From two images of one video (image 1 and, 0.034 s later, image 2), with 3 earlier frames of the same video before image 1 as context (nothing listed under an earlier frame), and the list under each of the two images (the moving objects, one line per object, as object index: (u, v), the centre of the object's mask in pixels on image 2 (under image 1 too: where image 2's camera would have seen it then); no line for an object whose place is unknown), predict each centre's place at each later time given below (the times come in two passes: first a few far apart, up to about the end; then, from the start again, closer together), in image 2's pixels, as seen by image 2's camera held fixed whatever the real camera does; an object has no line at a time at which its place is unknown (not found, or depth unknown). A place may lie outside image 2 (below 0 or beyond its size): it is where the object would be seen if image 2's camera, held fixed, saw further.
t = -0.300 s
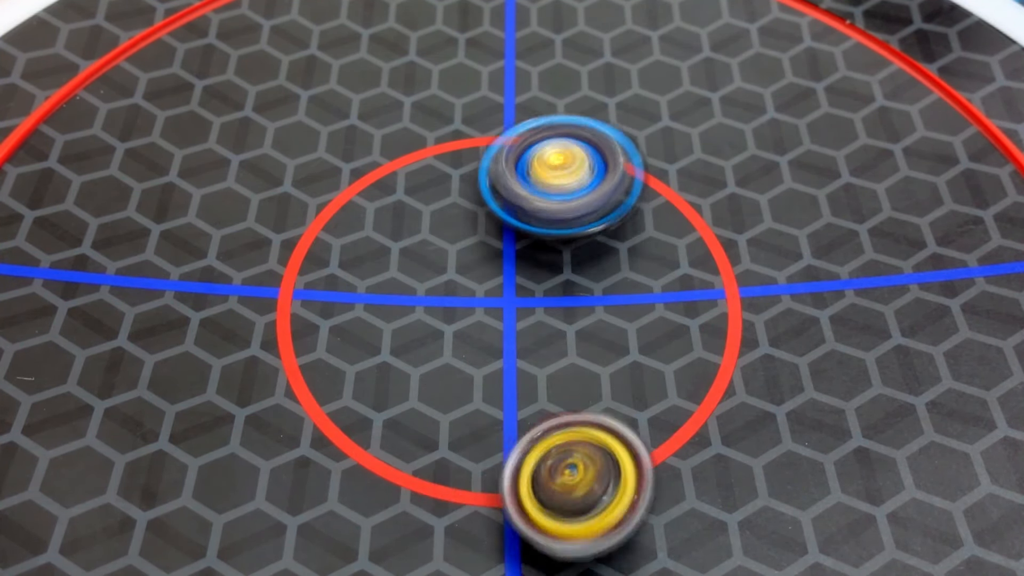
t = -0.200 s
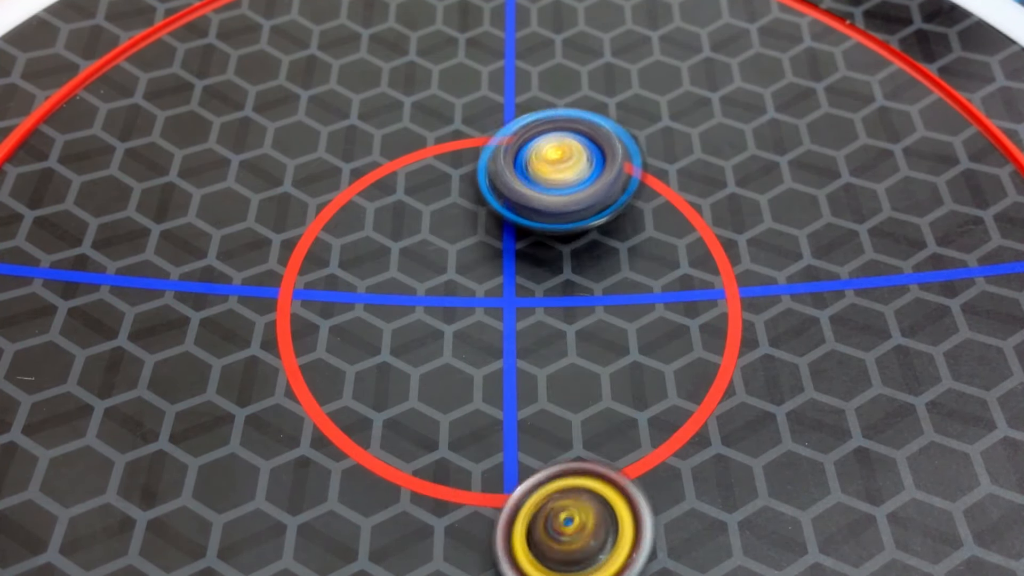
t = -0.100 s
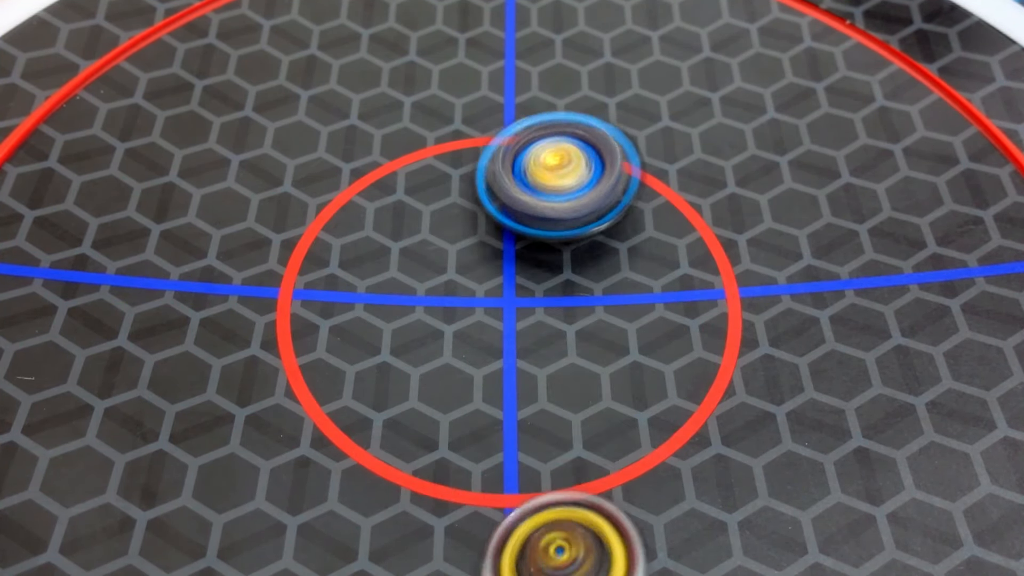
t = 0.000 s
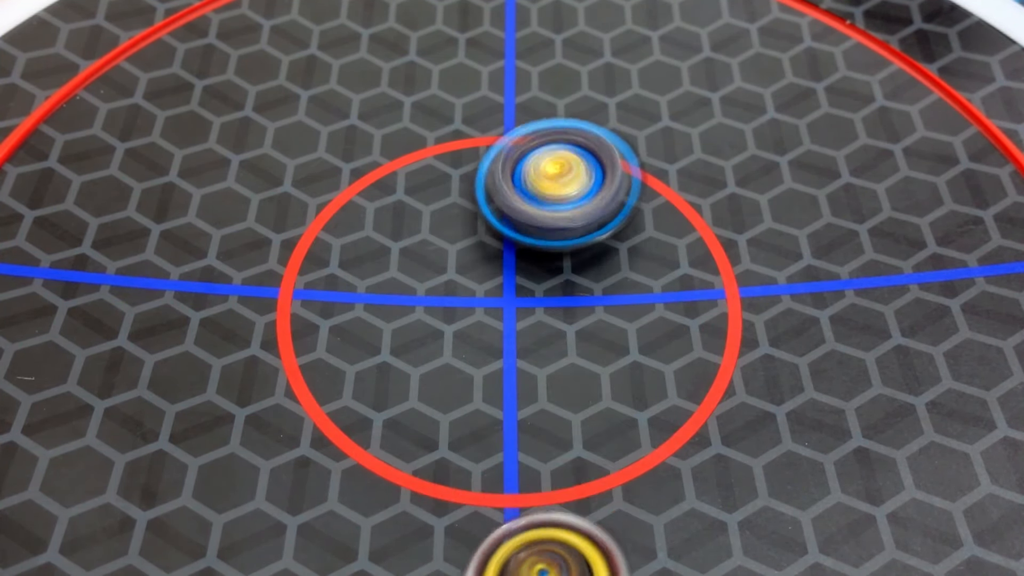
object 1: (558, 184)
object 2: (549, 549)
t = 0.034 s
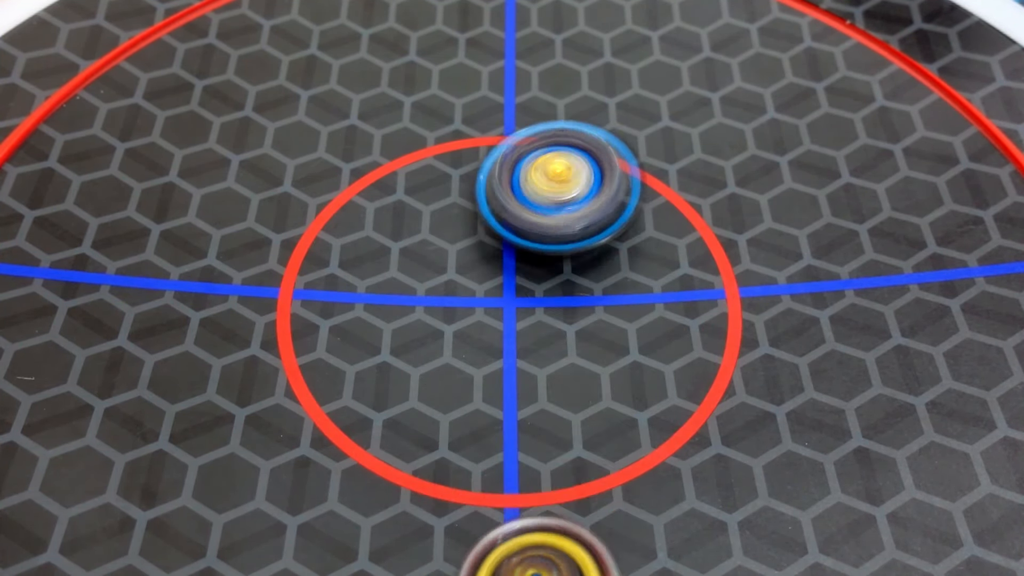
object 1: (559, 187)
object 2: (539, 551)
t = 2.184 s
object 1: (589, 264)
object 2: (387, 273)
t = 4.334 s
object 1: (572, 283)
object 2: (414, 252)
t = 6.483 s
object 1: (644, 291)
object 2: (326, 312)
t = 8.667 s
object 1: (552, 309)
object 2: (415, 259)
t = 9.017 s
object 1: (584, 295)
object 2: (367, 239)
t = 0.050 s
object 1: (558, 188)
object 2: (535, 552)
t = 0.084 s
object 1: (558, 192)
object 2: (526, 554)
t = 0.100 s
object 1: (558, 192)
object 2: (519, 554)
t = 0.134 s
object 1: (558, 195)
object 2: (508, 554)
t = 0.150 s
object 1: (557, 196)
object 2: (505, 554)
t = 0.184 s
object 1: (558, 199)
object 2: (493, 553)
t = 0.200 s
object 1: (557, 200)
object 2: (485, 553)
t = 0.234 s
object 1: (557, 203)
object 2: (474, 551)
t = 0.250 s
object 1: (557, 204)
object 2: (466, 549)
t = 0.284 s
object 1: (557, 208)
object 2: (454, 546)
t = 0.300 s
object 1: (556, 209)
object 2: (450, 545)
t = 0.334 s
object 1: (556, 211)
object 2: (437, 541)
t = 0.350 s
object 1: (555, 212)
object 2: (431, 539)
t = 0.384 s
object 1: (554, 215)
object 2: (420, 534)
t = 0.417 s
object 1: (552, 218)
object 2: (412, 528)
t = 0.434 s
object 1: (553, 219)
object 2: (405, 524)
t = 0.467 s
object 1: (551, 222)
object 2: (397, 517)
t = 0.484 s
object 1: (551, 223)
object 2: (394, 512)
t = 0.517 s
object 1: (549, 226)
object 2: (387, 499)
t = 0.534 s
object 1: (550, 227)
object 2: (385, 494)
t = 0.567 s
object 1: (547, 231)
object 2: (381, 478)
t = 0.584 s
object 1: (548, 231)
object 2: (378, 470)
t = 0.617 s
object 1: (545, 234)
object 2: (376, 455)
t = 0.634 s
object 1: (546, 235)
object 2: (377, 446)
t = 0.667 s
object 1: (543, 238)
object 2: (376, 431)
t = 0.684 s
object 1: (544, 239)
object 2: (377, 424)
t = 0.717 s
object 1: (541, 242)
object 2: (380, 409)
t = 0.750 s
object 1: (540, 245)
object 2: (384, 394)
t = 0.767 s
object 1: (539, 246)
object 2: (385, 387)
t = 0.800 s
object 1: (538, 248)
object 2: (391, 373)
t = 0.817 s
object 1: (537, 250)
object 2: (394, 364)
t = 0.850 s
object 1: (537, 252)
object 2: (401, 351)
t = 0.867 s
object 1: (536, 253)
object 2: (406, 344)
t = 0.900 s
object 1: (536, 254)
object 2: (410, 334)
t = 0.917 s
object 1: (537, 253)
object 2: (408, 334)
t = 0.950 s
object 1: (546, 246)
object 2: (387, 342)
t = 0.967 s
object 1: (551, 243)
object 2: (379, 345)
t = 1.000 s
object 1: (559, 237)
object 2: (364, 350)
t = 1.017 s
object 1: (562, 235)
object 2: (359, 351)
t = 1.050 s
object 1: (568, 232)
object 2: (350, 351)
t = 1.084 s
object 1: (571, 231)
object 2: (342, 350)
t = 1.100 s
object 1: (572, 229)
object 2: (341, 350)
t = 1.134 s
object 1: (573, 230)
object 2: (336, 347)
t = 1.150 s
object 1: (573, 230)
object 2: (334, 345)
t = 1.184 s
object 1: (573, 232)
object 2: (333, 342)
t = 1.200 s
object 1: (572, 232)
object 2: (332, 339)
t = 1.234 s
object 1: (571, 235)
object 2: (333, 336)
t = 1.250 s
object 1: (571, 235)
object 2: (335, 333)
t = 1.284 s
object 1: (569, 239)
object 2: (339, 328)
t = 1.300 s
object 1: (569, 239)
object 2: (342, 326)
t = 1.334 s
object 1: (567, 243)
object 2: (347, 321)
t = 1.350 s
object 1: (567, 244)
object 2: (350, 318)
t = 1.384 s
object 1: (565, 247)
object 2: (357, 312)
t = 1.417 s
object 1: (564, 250)
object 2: (365, 306)
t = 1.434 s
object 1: (563, 252)
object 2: (368, 302)
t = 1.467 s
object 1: (563, 254)
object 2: (377, 296)
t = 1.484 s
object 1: (562, 256)
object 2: (382, 291)
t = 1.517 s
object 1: (561, 259)
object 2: (390, 284)
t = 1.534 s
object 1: (560, 260)
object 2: (397, 281)
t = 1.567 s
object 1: (567, 259)
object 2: (390, 281)
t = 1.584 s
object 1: (570, 258)
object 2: (385, 282)
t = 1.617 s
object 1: (576, 257)
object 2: (381, 283)
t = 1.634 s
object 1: (577, 256)
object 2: (379, 282)
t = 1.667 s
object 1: (580, 255)
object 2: (378, 282)
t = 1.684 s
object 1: (581, 255)
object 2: (380, 283)
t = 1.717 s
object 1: (582, 256)
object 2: (382, 282)
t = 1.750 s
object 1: (582, 256)
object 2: (386, 281)
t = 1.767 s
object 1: (583, 257)
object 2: (389, 281)
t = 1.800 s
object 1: (582, 257)
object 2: (395, 281)
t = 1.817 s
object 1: (582, 258)
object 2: (398, 281)
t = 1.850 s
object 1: (581, 258)
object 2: (407, 280)
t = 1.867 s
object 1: (580, 259)
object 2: (410, 279)
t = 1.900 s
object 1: (580, 260)
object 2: (419, 278)
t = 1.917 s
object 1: (579, 260)
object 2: (424, 277)
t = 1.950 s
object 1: (582, 260)
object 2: (424, 276)
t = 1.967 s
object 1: (583, 261)
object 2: (422, 277)
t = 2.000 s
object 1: (587, 261)
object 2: (415, 275)
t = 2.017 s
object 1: (588, 262)
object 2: (410, 275)
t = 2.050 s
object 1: (590, 263)
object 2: (404, 274)
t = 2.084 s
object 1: (590, 264)
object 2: (401, 274)
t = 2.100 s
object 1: (591, 264)
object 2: (397, 274)
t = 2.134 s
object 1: (590, 264)
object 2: (393, 274)
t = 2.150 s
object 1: (590, 265)
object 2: (392, 273)
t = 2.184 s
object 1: (589, 264)
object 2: (387, 273)
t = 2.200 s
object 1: (588, 265)
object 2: (387, 272)
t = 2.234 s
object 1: (586, 265)
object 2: (384, 272)
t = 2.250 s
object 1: (585, 265)
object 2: (382, 271)
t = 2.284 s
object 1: (583, 266)
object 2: (382, 270)
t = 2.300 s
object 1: (582, 266)
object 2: (380, 270)
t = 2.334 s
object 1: (581, 266)
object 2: (381, 269)
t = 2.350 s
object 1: (580, 266)
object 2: (383, 268)
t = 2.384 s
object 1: (578, 267)
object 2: (386, 267)
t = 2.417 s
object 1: (576, 268)
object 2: (390, 267)
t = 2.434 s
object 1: (576, 268)
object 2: (393, 268)
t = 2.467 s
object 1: (573, 268)
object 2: (398, 267)
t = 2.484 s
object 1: (573, 268)
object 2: (402, 267)
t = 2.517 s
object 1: (571, 267)
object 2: (408, 266)
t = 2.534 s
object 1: (569, 268)
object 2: (410, 266)
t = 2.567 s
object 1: (568, 268)
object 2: (417, 264)
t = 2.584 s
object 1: (568, 268)
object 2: (417, 263)
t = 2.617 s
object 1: (570, 267)
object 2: (414, 262)
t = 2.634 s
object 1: (570, 267)
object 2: (413, 261)
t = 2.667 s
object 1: (571, 266)
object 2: (410, 260)
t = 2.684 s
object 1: (570, 266)
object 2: (411, 259)
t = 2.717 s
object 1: (570, 266)
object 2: (411, 258)
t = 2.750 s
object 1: (569, 265)
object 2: (409, 257)
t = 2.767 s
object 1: (570, 266)
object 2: (407, 256)
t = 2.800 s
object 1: (571, 264)
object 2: (403, 255)
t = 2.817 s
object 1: (571, 265)
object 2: (401, 255)
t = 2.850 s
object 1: (570, 264)
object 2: (399, 253)
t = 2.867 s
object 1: (569, 263)
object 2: (397, 253)
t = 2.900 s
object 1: (567, 262)
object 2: (397, 251)
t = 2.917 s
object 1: (566, 262)
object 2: (396, 250)
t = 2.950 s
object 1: (564, 262)
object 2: (397, 249)
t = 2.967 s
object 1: (563, 261)
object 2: (399, 248)
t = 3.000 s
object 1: (564, 263)
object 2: (394, 247)
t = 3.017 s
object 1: (566, 261)
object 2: (387, 247)
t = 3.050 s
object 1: (570, 263)
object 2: (374, 246)
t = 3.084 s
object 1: (573, 263)
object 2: (364, 245)
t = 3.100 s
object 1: (573, 264)
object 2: (361, 246)
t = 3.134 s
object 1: (574, 264)
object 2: (354, 244)
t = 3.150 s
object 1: (574, 264)
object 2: (353, 244)
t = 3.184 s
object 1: (574, 264)
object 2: (348, 242)
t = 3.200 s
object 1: (573, 264)
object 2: (347, 241)
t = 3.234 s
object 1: (571, 265)
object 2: (345, 239)
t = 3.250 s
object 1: (569, 264)
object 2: (344, 238)
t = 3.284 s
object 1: (566, 265)
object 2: (345, 236)
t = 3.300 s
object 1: (565, 265)
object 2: (345, 236)
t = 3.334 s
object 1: (562, 266)
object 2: (348, 234)
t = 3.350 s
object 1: (561, 267)
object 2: (348, 234)
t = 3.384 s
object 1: (557, 268)
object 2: (354, 234)
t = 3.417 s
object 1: (555, 269)
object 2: (360, 233)
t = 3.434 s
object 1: (554, 270)
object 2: (361, 233)
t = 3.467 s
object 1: (552, 272)
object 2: (369, 234)
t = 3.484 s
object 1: (550, 272)
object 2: (371, 232)
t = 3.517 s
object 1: (548, 274)
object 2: (380, 233)
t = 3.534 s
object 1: (547, 274)
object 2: (384, 232)
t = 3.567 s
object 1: (547, 274)
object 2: (387, 233)
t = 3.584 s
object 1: (550, 275)
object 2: (390, 233)
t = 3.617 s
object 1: (553, 274)
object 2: (388, 233)
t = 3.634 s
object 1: (555, 275)
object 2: (390, 234)
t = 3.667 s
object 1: (558, 275)
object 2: (393, 235)
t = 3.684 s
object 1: (558, 275)
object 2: (394, 236)
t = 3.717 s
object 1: (560, 275)
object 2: (398, 237)
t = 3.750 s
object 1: (563, 276)
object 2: (399, 236)
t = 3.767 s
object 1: (568, 276)
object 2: (397, 237)
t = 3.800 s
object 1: (571, 276)
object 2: (392, 237)
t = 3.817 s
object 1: (572, 277)
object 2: (391, 236)
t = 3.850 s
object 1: (575, 277)
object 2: (391, 237)
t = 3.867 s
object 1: (575, 277)
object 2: (390, 238)
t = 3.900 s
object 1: (576, 277)
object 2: (393, 239)
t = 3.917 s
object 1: (576, 277)
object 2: (394, 239)
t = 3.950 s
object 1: (576, 278)
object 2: (398, 240)
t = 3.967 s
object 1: (575, 278)
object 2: (401, 241)
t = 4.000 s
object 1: (574, 279)
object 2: (405, 242)
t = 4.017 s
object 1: (574, 278)
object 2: (409, 243)
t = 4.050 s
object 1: (572, 279)
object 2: (413, 244)
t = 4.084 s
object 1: (571, 280)
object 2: (417, 246)
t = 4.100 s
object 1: (572, 279)
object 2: (418, 248)
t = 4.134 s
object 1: (573, 280)
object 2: (415, 249)
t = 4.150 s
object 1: (573, 279)
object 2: (414, 250)
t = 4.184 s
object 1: (573, 281)
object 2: (412, 250)
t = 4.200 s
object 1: (574, 281)
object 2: (411, 251)
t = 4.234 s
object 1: (573, 282)
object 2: (410, 251)
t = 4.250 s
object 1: (573, 283)
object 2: (409, 251)
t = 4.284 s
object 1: (573, 283)
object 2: (411, 252)
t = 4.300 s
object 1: (573, 283)
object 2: (411, 251)
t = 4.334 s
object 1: (572, 283)
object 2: (414, 252)
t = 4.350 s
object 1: (572, 282)
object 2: (416, 252)
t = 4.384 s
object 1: (572, 284)
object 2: (417, 252)
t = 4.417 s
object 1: (571, 283)
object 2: (417, 252)
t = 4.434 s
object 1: (571, 284)
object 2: (414, 250)
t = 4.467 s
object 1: (571, 283)
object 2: (411, 249)
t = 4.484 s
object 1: (571, 284)
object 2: (410, 248)
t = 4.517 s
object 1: (571, 283)
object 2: (407, 246)
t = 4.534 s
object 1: (571, 283)
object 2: (407, 245)
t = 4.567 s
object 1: (570, 283)
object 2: (405, 243)
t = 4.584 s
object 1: (569, 281)
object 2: (406, 242)
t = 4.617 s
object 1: (567, 280)
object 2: (405, 240)
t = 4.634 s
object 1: (567, 280)
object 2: (407, 239)
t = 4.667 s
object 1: (564, 278)
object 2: (408, 238)
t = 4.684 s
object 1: (563, 278)
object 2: (409, 238)
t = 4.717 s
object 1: (561, 277)
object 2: (411, 236)
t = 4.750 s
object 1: (564, 278)
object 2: (405, 233)
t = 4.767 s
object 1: (565, 278)
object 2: (404, 233)
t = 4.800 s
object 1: (566, 278)
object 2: (399, 230)
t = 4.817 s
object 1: (566, 278)
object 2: (398, 230)
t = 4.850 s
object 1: (567, 277)
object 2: (396, 227)
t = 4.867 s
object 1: (566, 276)
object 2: (395, 226)
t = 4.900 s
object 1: (565, 275)
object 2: (395, 223)
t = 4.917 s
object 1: (565, 273)
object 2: (394, 222)
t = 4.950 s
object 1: (562, 273)
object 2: (395, 220)
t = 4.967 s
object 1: (560, 272)
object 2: (395, 219)
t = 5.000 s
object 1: (557, 272)
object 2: (398, 217)
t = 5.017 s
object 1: (557, 272)
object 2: (399, 216)
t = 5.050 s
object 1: (553, 271)
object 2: (403, 215)
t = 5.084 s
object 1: (574, 273)
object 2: (367, 208)
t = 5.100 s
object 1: (585, 274)
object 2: (342, 203)
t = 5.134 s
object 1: (606, 276)
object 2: (297, 194)
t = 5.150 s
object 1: (618, 277)
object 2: (276, 190)
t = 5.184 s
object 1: (632, 278)
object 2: (241, 186)
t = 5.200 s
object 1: (638, 279)
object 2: (225, 182)
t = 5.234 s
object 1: (647, 279)
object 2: (198, 179)
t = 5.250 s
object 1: (650, 279)
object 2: (185, 176)
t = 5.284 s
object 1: (654, 279)
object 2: (167, 172)
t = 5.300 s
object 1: (656, 279)
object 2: (161, 169)
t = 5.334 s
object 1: (654, 279)
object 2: (152, 166)
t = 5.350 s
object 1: (653, 279)
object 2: (148, 164)
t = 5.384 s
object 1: (650, 280)
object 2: (143, 161)
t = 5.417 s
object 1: (646, 281)
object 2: (142, 158)
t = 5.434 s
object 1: (647, 283)
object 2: (140, 156)
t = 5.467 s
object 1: (643, 283)
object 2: (141, 153)
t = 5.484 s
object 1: (643, 283)
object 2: (140, 152)
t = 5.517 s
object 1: (641, 285)
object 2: (145, 149)
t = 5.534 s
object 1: (639, 285)
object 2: (146, 148)
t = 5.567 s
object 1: (636, 286)
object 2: (153, 145)
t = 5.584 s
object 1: (636, 287)
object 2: (157, 144)
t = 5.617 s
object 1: (634, 288)
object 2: (166, 142)
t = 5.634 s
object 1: (632, 288)
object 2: (171, 141)
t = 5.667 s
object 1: (630, 289)
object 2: (181, 139)
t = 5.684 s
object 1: (628, 290)
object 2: (188, 138)
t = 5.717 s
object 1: (625, 291)
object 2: (199, 137)
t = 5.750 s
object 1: (623, 291)
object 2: (212, 136)
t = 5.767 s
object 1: (622, 291)
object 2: (217, 136)
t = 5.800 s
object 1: (619, 293)
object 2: (232, 137)
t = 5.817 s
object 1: (618, 293)
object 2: (237, 137)
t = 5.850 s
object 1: (615, 293)
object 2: (251, 139)
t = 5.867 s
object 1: (614, 294)
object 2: (258, 140)
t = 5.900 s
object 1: (611, 294)
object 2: (271, 143)
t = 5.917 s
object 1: (610, 294)
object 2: (278, 144)
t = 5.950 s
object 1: (607, 295)
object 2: (291, 149)
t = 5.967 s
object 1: (605, 295)
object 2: (297, 150)
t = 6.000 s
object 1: (602, 295)
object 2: (309, 156)
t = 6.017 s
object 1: (601, 296)
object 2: (315, 157)
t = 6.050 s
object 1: (598, 296)
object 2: (325, 163)
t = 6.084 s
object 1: (595, 297)
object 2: (338, 170)
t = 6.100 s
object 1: (595, 297)
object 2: (342, 173)
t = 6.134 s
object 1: (592, 296)
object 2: (353, 180)
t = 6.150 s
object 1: (590, 297)
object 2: (357, 184)
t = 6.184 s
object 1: (588, 297)
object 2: (367, 193)
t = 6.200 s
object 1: (586, 297)
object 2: (372, 197)
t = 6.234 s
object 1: (583, 298)
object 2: (384, 209)
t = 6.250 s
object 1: (583, 298)
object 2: (391, 215)
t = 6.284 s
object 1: (580, 298)
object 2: (401, 227)
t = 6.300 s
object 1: (578, 298)
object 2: (409, 234)
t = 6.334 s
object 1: (575, 298)
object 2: (420, 248)
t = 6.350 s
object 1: (575, 298)
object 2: (428, 256)
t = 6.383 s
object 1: (586, 298)
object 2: (415, 269)
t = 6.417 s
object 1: (609, 296)
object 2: (379, 282)
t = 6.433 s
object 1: (619, 295)
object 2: (365, 289)
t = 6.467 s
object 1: (637, 294)
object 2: (337, 304)
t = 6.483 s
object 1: (644, 291)
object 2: (326, 312)
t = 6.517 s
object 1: (652, 290)
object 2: (307, 329)
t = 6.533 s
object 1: (656, 289)
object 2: (299, 338)
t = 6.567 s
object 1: (663, 287)
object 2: (281, 355)
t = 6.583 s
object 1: (662, 287)
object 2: (274, 362)
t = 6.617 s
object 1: (660, 285)
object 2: (258, 375)
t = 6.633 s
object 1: (662, 287)
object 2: (253, 380)
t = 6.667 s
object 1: (657, 285)
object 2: (240, 389)
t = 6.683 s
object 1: (657, 285)
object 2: (237, 392)
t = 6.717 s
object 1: (656, 287)
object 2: (227, 397)
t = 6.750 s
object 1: (651, 286)
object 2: (219, 400)
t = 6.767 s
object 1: (651, 286)
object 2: (216, 400)
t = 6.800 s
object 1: (652, 287)
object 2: (209, 400)
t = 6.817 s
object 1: (651, 286)
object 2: (207, 399)
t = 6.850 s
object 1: (647, 287)
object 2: (199, 397)
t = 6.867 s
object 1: (645, 287)
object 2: (197, 396)
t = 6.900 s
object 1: (644, 288)
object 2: (191, 393)
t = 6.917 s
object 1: (643, 288)
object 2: (189, 390)
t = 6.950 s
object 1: (640, 288)
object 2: (184, 385)
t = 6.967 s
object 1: (641, 289)
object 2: (184, 382)
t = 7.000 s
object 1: (637, 288)
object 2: (181, 374)
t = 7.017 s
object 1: (636, 288)
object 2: (182, 371)
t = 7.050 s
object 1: (634, 289)
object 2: (182, 361)
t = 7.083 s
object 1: (630, 288)
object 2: (185, 354)
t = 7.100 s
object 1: (629, 287)
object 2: (186, 349)
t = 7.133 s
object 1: (626, 289)
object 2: (192, 341)
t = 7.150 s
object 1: (625, 288)
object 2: (194, 336)
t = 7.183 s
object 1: (621, 288)
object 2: (202, 328)
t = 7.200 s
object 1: (619, 288)
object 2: (205, 323)
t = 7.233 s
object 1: (616, 288)
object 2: (215, 316)
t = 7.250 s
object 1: (614, 288)
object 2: (220, 311)
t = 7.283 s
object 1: (610, 288)
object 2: (231, 305)
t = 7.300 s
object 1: (609, 289)
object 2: (236, 301)
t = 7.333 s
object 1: (605, 289)
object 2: (249, 296)
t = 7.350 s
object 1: (604, 289)
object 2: (255, 292)
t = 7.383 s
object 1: (600, 290)
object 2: (269, 289)
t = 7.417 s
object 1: (595, 290)
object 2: (284, 284)
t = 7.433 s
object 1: (593, 291)
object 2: (291, 284)
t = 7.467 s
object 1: (589, 292)
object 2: (306, 280)
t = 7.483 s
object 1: (588, 292)
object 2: (313, 280)
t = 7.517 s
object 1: (582, 293)
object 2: (329, 278)
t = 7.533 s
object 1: (580, 294)
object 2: (336, 279)
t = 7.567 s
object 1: (577, 295)
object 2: (354, 278)
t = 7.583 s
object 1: (574, 296)
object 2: (362, 279)
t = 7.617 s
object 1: (569, 297)
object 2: (382, 279)
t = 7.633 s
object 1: (568, 298)
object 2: (390, 280)
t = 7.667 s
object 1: (564, 299)
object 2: (410, 281)
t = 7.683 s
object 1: (565, 300)
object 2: (410, 279)
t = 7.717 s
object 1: (570, 301)
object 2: (404, 279)
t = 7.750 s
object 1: (573, 300)
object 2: (402, 279)
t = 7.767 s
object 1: (573, 301)
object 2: (406, 282)
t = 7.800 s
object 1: (575, 301)
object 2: (405, 282)
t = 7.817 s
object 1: (577, 301)
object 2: (399, 283)
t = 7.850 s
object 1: (579, 303)
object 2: (390, 281)
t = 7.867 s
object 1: (580, 303)
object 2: (390, 281)
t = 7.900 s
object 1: (580, 305)
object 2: (385, 278)
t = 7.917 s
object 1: (579, 305)
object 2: (385, 277)
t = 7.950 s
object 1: (577, 307)
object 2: (384, 276)
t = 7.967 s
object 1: (574, 307)
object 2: (384, 276)
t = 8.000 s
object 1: (573, 310)
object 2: (384, 276)
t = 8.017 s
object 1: (570, 311)
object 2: (385, 276)
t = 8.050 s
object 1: (565, 313)
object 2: (386, 278)
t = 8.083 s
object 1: (562, 315)
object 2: (387, 279)
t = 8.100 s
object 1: (560, 314)
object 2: (387, 279)
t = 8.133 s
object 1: (557, 315)
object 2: (388, 281)
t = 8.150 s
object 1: (556, 315)
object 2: (389, 282)
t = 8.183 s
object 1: (557, 315)
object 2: (387, 281)
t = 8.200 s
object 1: (557, 315)
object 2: (384, 281)
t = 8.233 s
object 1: (562, 316)
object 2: (377, 280)
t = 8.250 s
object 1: (563, 316)
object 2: (375, 281)
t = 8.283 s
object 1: (564, 315)
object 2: (370, 280)
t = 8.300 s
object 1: (565, 315)
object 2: (369, 280)
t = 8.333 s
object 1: (564, 313)
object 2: (367, 279)
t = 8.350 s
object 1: (564, 314)
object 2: (366, 278)
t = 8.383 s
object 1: (563, 313)
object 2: (367, 276)
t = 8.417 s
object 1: (562, 311)
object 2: (370, 274)
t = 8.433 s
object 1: (560, 311)
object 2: (372, 274)
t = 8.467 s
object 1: (560, 311)
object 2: (376, 272)
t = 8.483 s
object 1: (559, 311)
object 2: (379, 271)
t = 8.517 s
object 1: (558, 310)
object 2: (384, 269)
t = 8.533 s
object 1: (557, 311)
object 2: (388, 269)
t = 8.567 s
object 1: (555, 310)
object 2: (392, 266)
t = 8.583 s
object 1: (555, 309)
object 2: (397, 265)
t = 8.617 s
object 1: (553, 309)
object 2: (404, 262)
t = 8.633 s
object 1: (553, 309)
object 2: (408, 261)
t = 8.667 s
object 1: (552, 309)
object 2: (415, 259)
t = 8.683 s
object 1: (556, 309)
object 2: (412, 258)
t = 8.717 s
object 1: (571, 308)
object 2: (389, 252)
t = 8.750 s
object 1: (582, 306)
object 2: (372, 247)
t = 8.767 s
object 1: (586, 305)
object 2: (363, 245)
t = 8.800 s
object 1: (592, 304)
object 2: (353, 241)
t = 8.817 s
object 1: (594, 303)
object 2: (350, 240)
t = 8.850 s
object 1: (596, 300)
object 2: (347, 238)
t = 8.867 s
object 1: (596, 299)
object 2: (347, 237)
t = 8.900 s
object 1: (595, 297)
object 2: (348, 237)
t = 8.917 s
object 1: (592, 297)
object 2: (349, 236)
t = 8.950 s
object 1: (590, 295)
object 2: (354, 236)
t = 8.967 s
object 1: (588, 295)
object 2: (357, 237)
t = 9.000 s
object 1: (586, 294)
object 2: (363, 238)
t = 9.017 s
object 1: (584, 295)
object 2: (367, 239)
